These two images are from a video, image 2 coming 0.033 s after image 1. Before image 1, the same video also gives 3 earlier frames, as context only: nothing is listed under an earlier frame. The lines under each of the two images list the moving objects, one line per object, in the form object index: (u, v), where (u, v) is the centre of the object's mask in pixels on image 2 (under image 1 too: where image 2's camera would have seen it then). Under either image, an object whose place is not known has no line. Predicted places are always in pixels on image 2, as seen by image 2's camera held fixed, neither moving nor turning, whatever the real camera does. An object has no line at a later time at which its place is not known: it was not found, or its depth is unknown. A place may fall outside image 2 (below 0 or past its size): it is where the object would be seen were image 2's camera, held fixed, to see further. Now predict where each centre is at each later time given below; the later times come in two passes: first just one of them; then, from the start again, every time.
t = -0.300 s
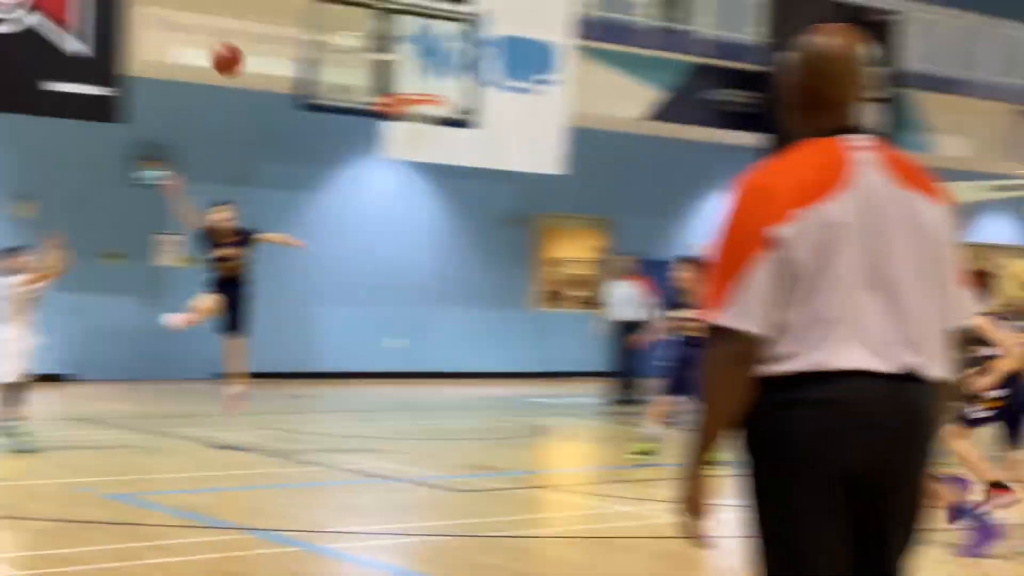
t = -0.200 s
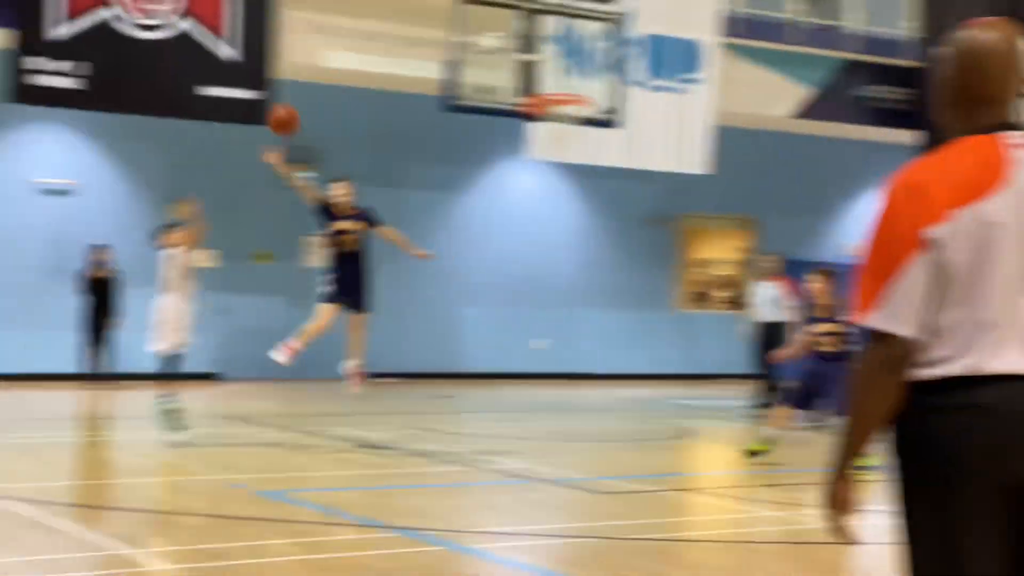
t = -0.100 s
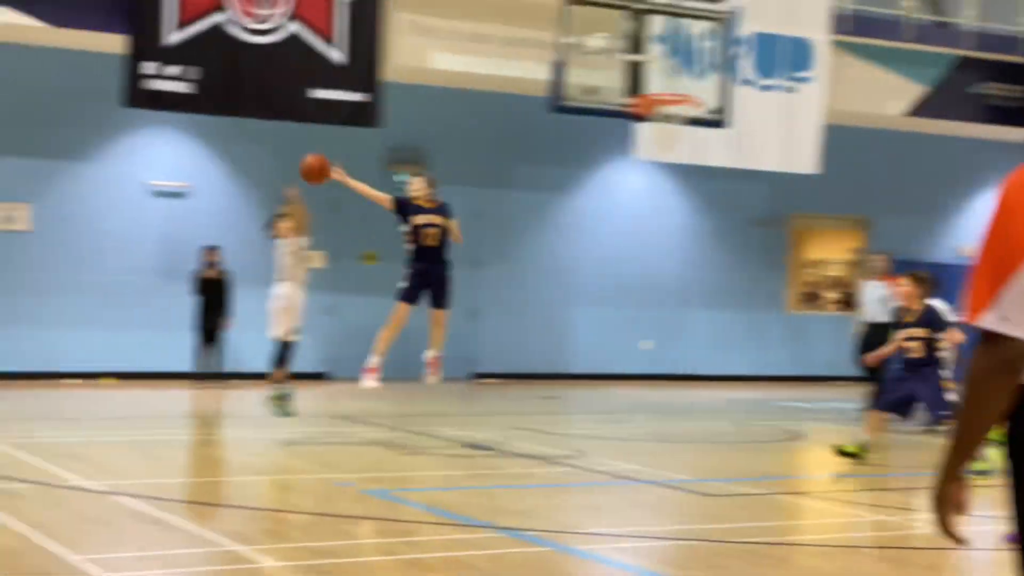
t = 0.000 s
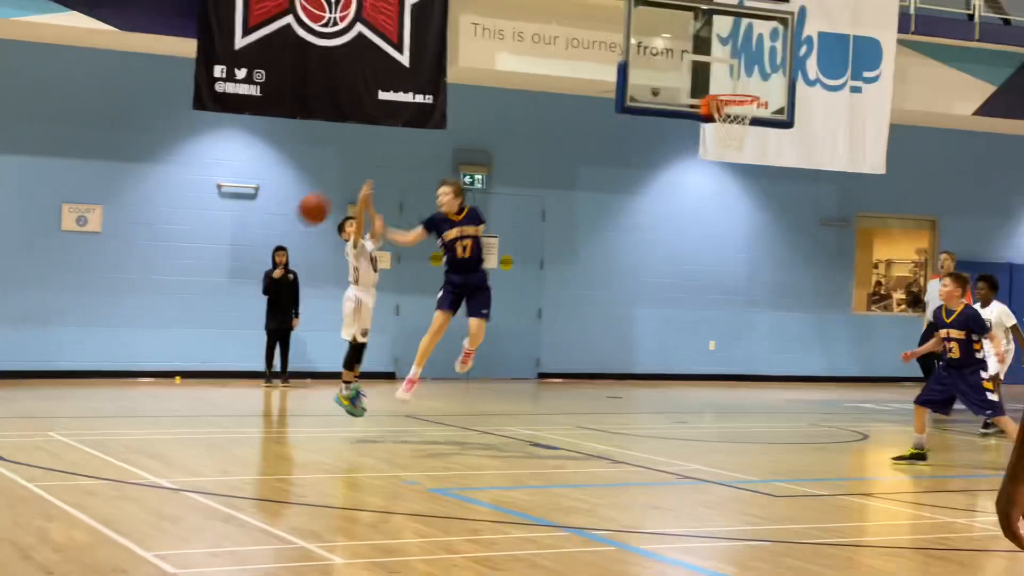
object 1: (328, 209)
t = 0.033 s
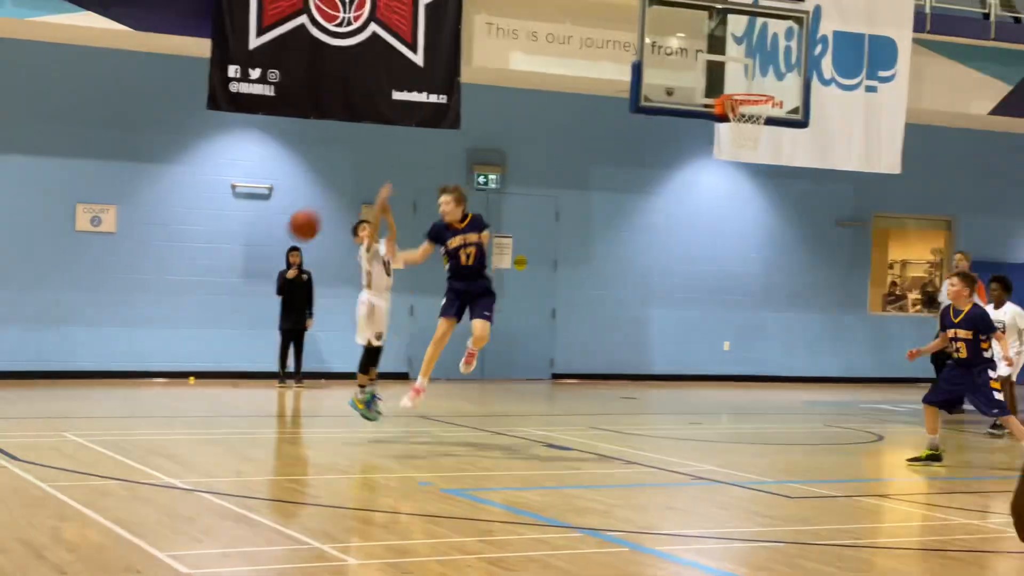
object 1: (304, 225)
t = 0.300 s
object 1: (101, 420)
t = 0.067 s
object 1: (280, 243)
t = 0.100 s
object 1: (256, 263)
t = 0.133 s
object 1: (230, 284)
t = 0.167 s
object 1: (204, 308)
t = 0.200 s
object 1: (179, 333)
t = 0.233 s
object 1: (154, 360)
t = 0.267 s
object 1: (127, 389)
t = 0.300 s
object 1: (101, 420)
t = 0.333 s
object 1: (75, 443)
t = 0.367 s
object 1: (59, 420)
